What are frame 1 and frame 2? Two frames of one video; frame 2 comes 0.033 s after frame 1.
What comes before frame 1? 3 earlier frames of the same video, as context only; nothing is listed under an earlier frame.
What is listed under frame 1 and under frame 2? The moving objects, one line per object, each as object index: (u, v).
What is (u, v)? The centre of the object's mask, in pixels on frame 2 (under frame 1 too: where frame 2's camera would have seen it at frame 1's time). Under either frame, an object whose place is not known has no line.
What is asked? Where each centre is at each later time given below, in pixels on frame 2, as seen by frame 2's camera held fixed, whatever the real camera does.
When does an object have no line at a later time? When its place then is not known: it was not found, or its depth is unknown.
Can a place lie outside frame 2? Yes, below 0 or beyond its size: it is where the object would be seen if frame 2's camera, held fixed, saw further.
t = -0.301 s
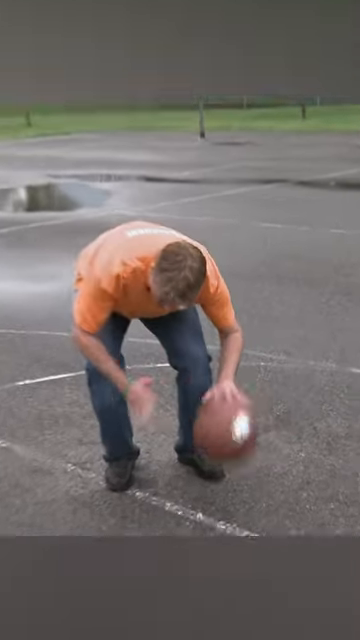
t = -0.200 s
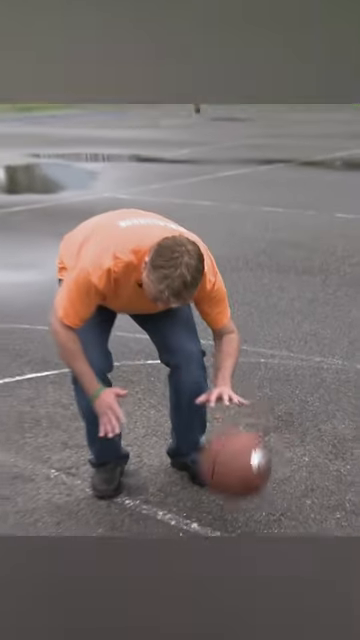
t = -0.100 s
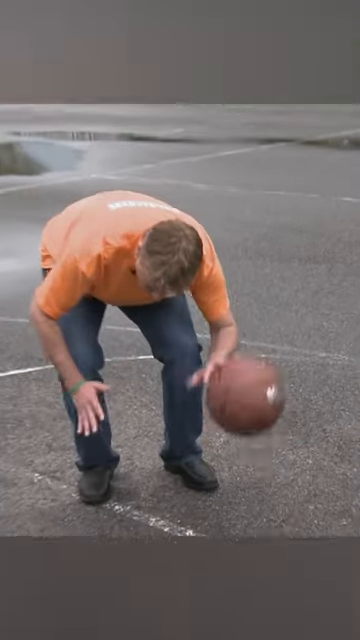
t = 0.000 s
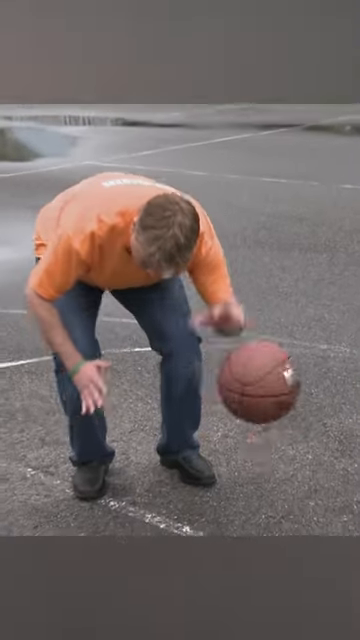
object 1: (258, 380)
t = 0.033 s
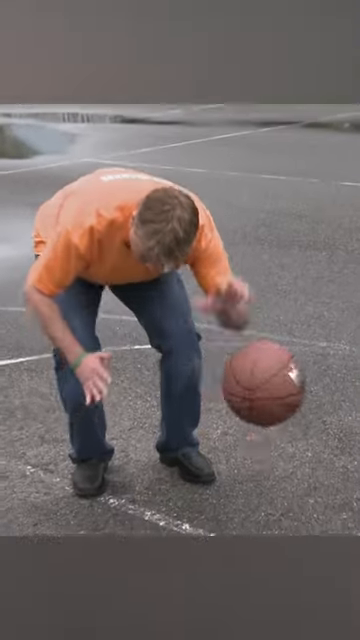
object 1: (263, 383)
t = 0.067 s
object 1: (269, 391)
